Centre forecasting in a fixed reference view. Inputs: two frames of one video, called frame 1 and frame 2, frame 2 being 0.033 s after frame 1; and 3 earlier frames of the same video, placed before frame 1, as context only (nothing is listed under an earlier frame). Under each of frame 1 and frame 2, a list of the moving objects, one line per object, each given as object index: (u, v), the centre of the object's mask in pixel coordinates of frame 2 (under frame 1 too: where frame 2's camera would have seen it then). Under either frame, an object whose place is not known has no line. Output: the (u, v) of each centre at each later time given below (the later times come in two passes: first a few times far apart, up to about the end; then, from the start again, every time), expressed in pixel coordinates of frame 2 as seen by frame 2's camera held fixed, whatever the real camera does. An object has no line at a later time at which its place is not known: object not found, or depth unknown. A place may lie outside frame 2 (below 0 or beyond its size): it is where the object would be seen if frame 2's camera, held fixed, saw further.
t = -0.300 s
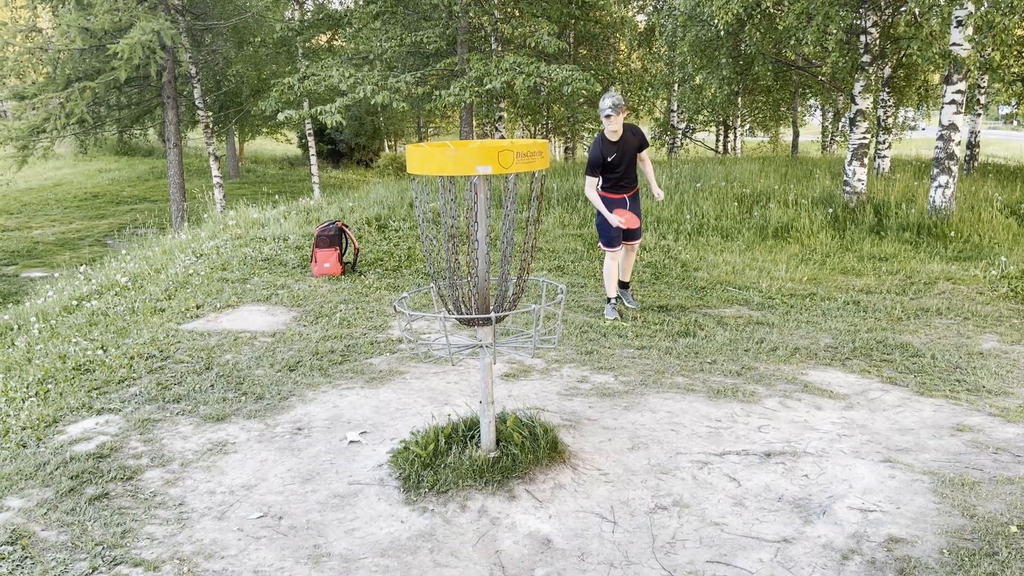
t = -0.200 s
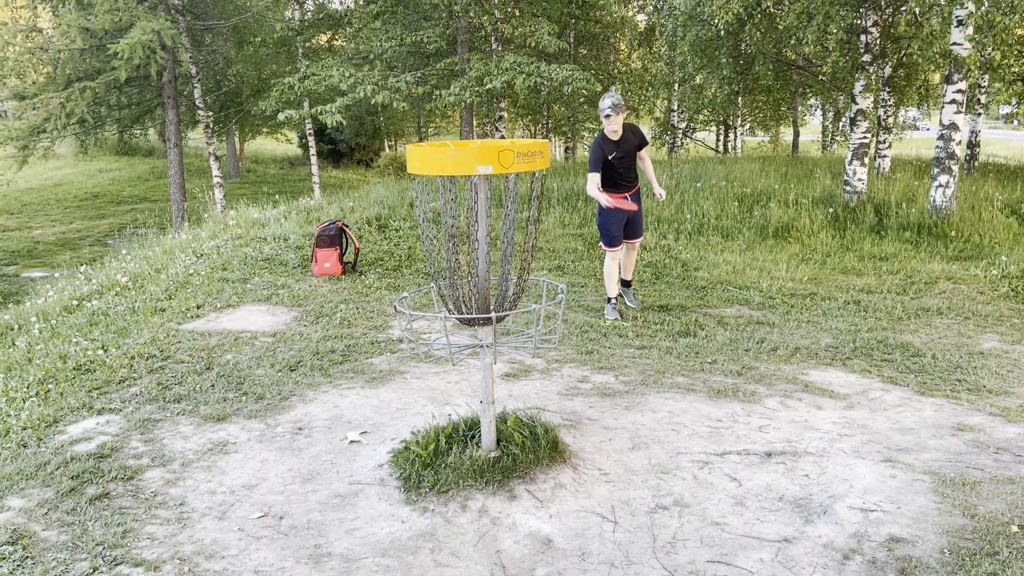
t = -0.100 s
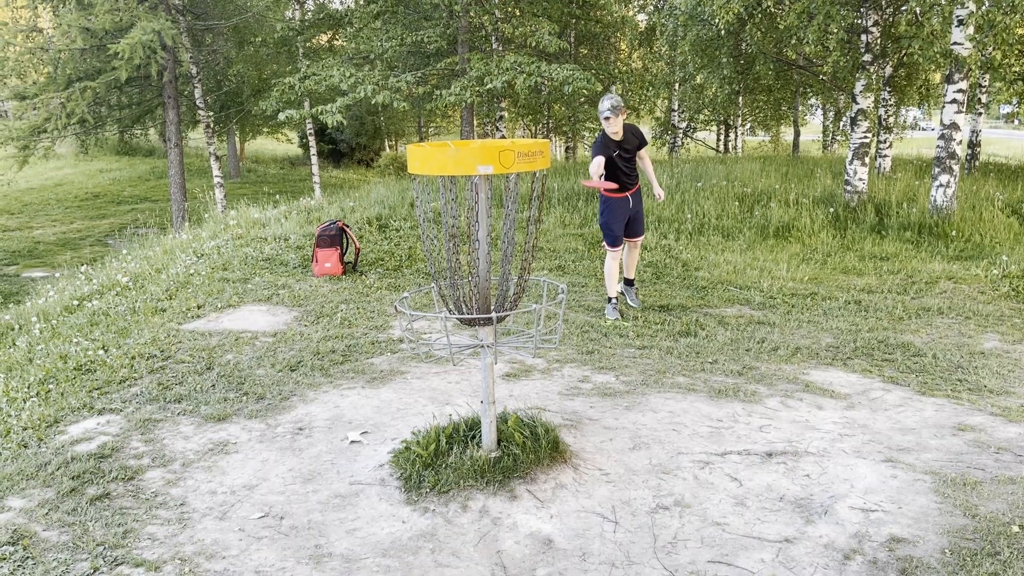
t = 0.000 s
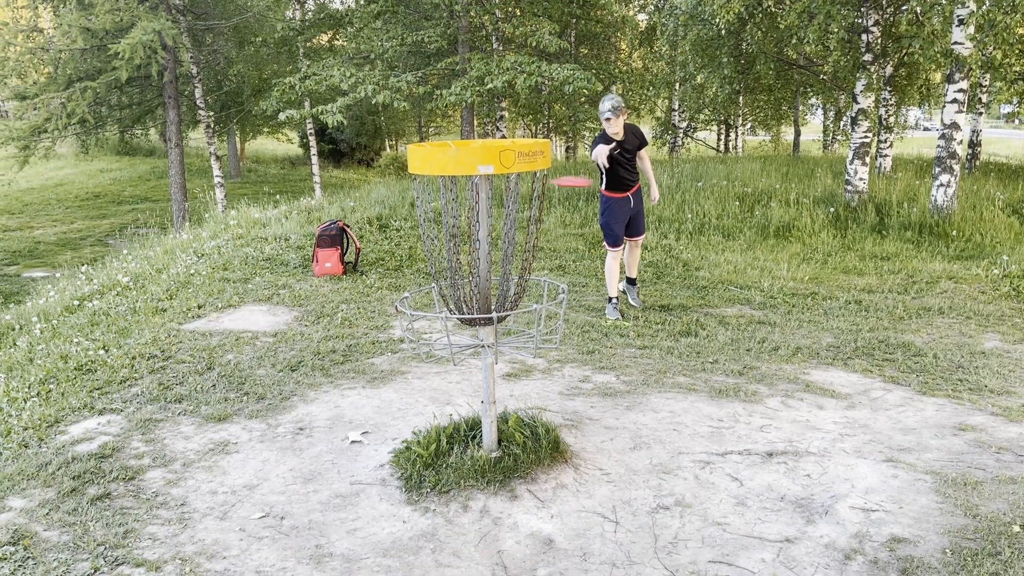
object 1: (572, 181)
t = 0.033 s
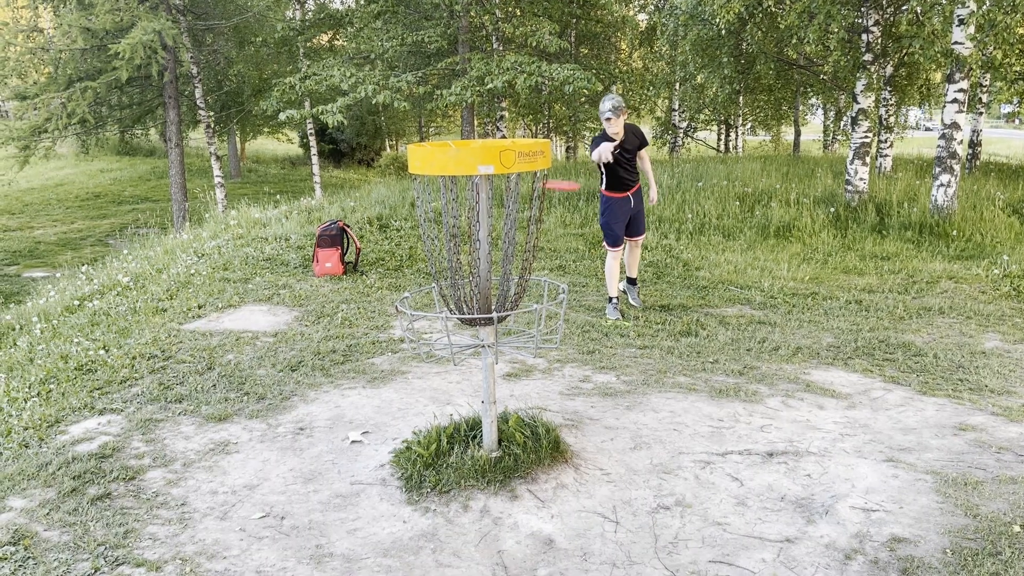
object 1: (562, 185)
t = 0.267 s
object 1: (496, 255)
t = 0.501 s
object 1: (500, 288)
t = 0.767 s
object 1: (514, 302)
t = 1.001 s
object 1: (517, 305)
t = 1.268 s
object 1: (512, 322)
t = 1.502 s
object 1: (507, 327)
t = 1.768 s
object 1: (508, 327)
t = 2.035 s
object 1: (507, 327)
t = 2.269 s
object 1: (508, 327)
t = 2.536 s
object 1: (508, 327)
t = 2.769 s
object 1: (511, 327)
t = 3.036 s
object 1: (509, 327)
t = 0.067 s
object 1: (546, 192)
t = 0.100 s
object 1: (536, 201)
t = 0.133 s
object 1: (533, 204)
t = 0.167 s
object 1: (498, 226)
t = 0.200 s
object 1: (496, 238)
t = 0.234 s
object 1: (496, 251)
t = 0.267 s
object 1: (496, 255)
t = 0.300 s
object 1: (495, 263)
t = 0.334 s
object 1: (496, 271)
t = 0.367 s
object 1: (498, 276)
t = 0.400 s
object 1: (500, 284)
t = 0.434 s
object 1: (500, 287)
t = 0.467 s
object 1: (500, 288)
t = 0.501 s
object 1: (500, 288)
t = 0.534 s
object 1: (499, 289)
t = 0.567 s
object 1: (500, 289)
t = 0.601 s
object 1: (502, 291)
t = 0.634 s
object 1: (503, 290)
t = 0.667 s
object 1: (507, 295)
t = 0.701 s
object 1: (510, 302)
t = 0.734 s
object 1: (513, 305)
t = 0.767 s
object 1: (514, 302)
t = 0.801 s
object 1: (516, 301)
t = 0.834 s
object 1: (517, 301)
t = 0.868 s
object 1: (517, 302)
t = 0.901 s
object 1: (518, 304)
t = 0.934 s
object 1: (518, 304)
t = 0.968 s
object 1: (518, 304)
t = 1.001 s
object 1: (517, 305)
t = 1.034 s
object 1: (516, 306)
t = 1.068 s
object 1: (515, 308)
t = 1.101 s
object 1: (516, 311)
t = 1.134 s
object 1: (516, 314)
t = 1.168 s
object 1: (518, 320)
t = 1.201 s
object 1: (517, 321)
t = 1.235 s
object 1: (514, 322)
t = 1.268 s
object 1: (512, 322)
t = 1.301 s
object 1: (509, 326)
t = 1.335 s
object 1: (509, 326)
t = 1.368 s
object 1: (508, 325)
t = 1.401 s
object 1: (508, 325)
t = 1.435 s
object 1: (508, 326)
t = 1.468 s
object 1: (508, 326)
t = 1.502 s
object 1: (507, 327)
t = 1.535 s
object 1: (508, 326)
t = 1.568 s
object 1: (508, 327)
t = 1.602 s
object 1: (507, 327)
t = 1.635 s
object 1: (507, 327)
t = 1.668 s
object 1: (507, 326)
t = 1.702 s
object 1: (507, 326)
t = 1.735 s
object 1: (507, 327)
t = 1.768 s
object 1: (508, 327)
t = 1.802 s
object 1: (508, 327)
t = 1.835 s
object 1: (508, 327)
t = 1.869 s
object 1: (508, 327)
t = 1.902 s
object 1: (508, 327)
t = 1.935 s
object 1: (508, 327)
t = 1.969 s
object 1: (508, 327)
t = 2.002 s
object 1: (508, 327)
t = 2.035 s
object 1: (507, 327)
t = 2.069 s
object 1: (508, 327)
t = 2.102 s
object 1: (508, 327)
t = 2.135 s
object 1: (508, 327)
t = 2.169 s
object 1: (508, 327)
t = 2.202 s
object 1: (508, 327)
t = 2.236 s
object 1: (508, 327)
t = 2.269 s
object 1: (508, 327)
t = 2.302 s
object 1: (508, 327)
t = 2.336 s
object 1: (508, 327)
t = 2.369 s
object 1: (508, 327)
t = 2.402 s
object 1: (508, 327)
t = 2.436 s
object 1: (508, 327)
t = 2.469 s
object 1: (508, 327)
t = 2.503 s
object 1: (508, 327)
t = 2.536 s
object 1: (508, 327)
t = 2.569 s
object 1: (509, 327)
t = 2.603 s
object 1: (509, 327)
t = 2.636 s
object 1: (509, 327)
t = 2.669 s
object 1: (509, 327)
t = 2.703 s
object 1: (509, 327)
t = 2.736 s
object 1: (509, 327)
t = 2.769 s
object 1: (511, 327)
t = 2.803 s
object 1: (510, 327)
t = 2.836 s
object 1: (511, 327)
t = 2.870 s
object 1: (514, 327)
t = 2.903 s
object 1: (511, 327)
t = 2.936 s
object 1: (510, 327)
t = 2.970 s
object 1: (509, 327)
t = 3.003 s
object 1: (509, 327)
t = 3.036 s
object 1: (509, 327)
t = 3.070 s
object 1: (508, 327)
